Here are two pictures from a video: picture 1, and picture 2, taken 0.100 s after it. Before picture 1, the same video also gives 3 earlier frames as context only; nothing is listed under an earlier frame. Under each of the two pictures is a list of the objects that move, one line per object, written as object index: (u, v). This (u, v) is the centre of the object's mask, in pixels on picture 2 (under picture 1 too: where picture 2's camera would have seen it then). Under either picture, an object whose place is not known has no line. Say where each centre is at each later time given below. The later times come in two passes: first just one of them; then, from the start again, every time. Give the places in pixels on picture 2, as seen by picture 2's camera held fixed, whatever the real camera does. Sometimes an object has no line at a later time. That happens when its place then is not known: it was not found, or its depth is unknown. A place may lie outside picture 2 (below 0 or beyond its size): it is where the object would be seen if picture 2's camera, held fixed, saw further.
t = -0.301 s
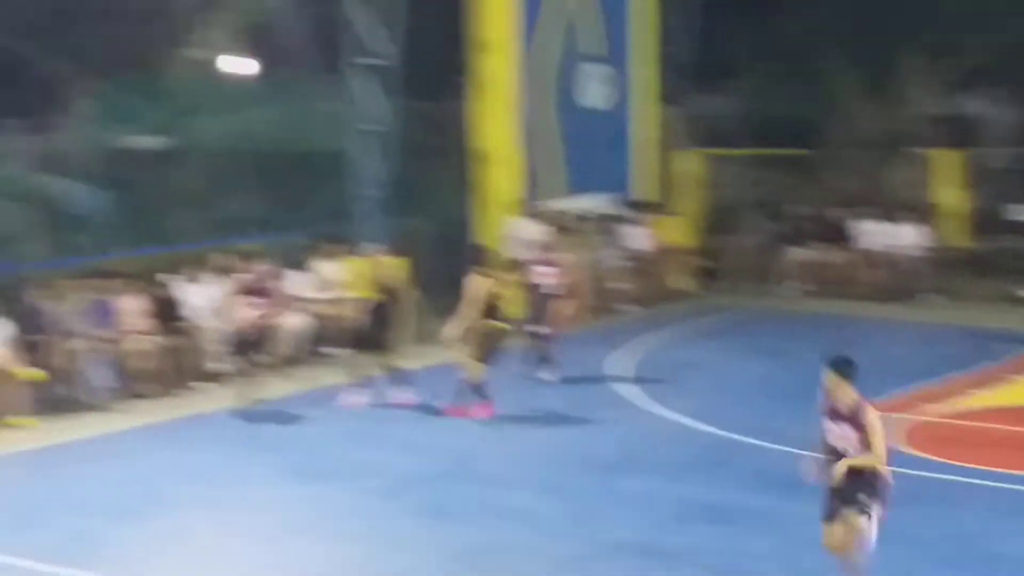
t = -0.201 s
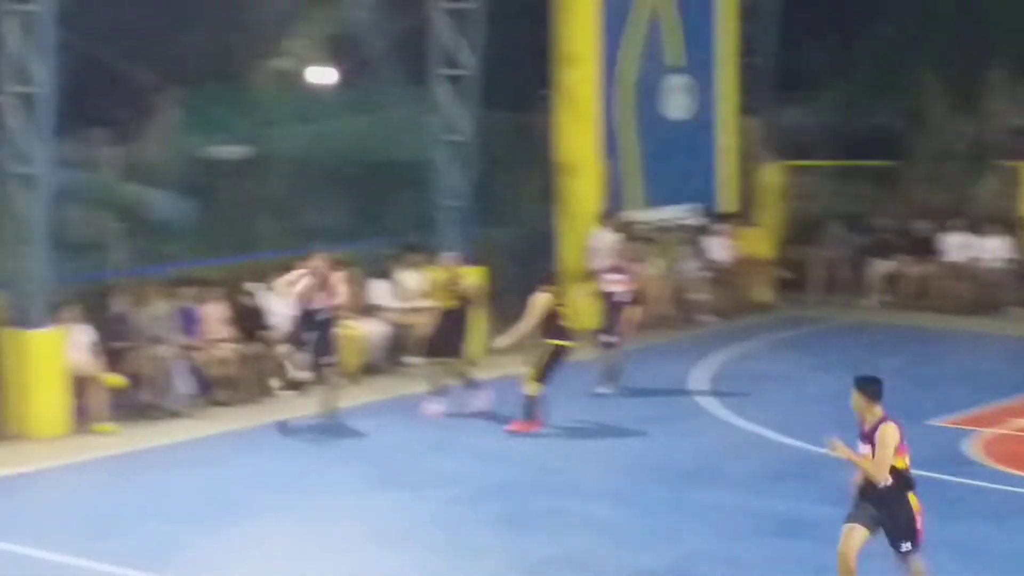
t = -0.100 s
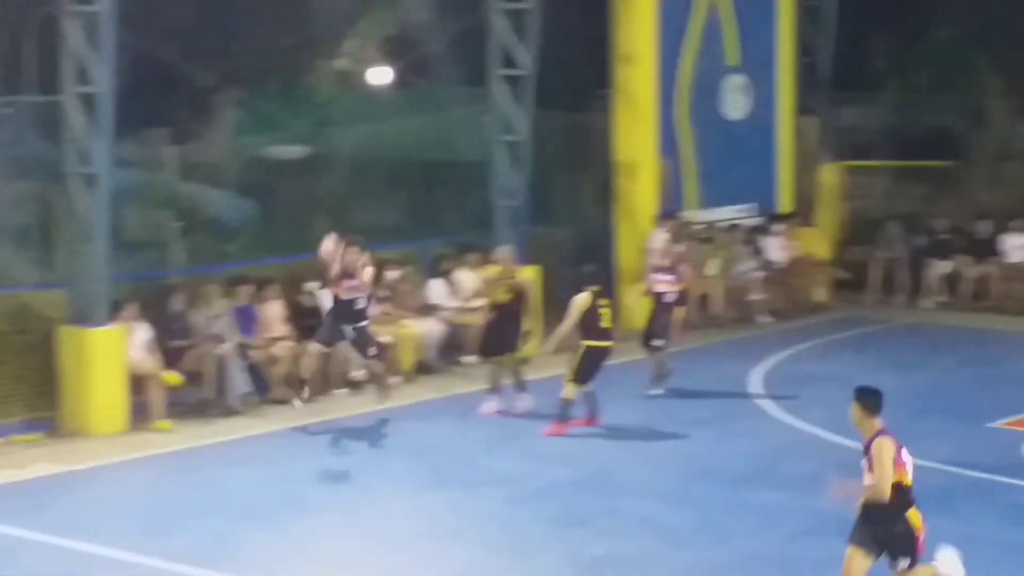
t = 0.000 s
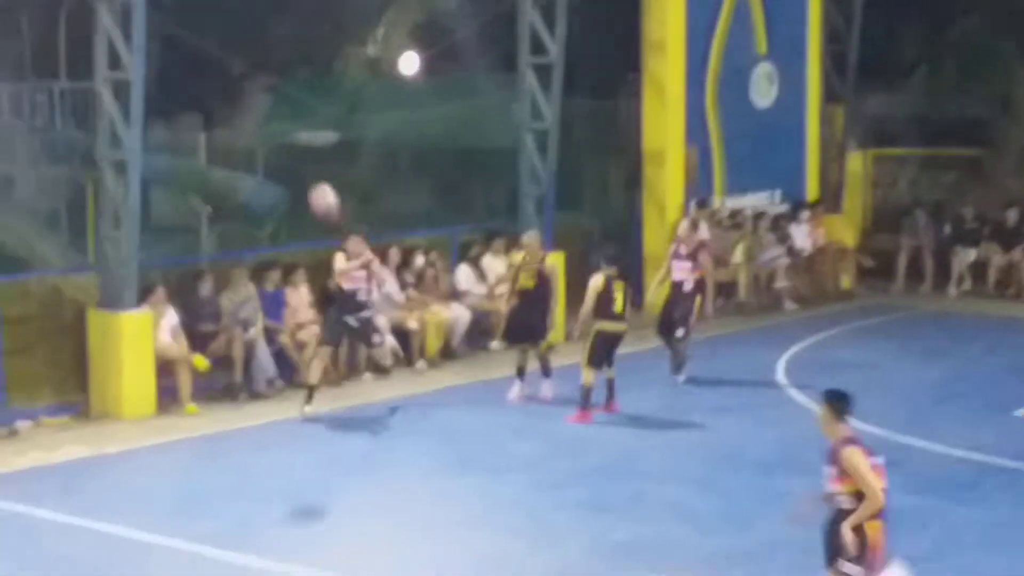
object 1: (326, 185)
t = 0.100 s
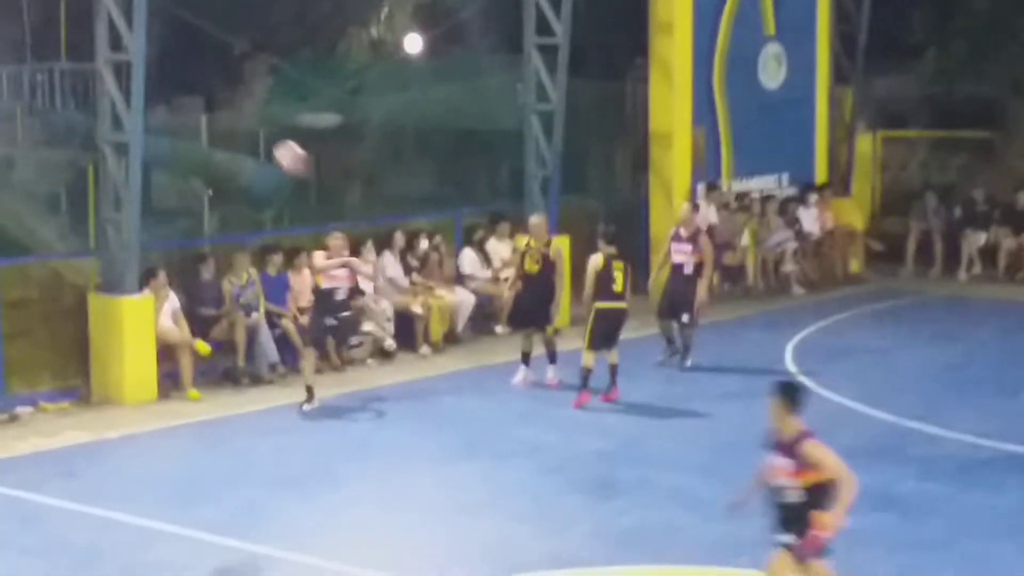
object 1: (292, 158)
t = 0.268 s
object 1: (220, 135)
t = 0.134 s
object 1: (278, 150)
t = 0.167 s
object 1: (264, 143)
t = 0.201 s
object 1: (250, 139)
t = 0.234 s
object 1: (236, 137)
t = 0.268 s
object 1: (220, 135)
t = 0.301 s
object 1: (205, 135)
